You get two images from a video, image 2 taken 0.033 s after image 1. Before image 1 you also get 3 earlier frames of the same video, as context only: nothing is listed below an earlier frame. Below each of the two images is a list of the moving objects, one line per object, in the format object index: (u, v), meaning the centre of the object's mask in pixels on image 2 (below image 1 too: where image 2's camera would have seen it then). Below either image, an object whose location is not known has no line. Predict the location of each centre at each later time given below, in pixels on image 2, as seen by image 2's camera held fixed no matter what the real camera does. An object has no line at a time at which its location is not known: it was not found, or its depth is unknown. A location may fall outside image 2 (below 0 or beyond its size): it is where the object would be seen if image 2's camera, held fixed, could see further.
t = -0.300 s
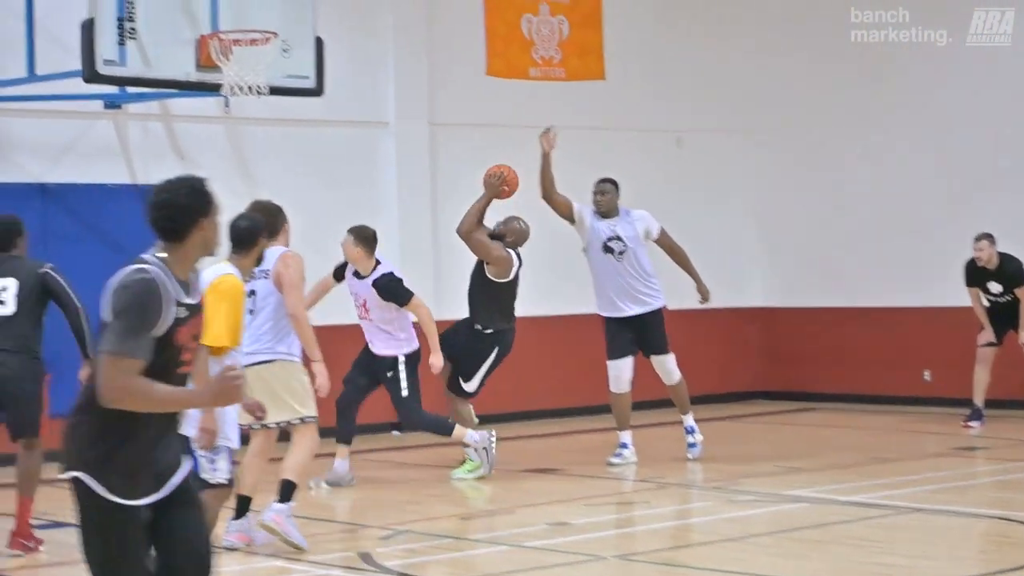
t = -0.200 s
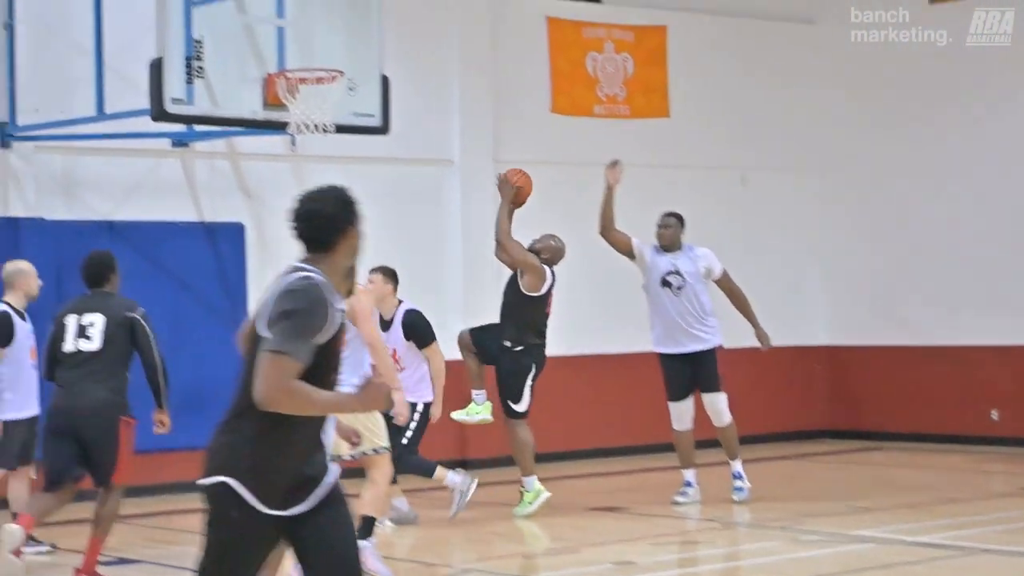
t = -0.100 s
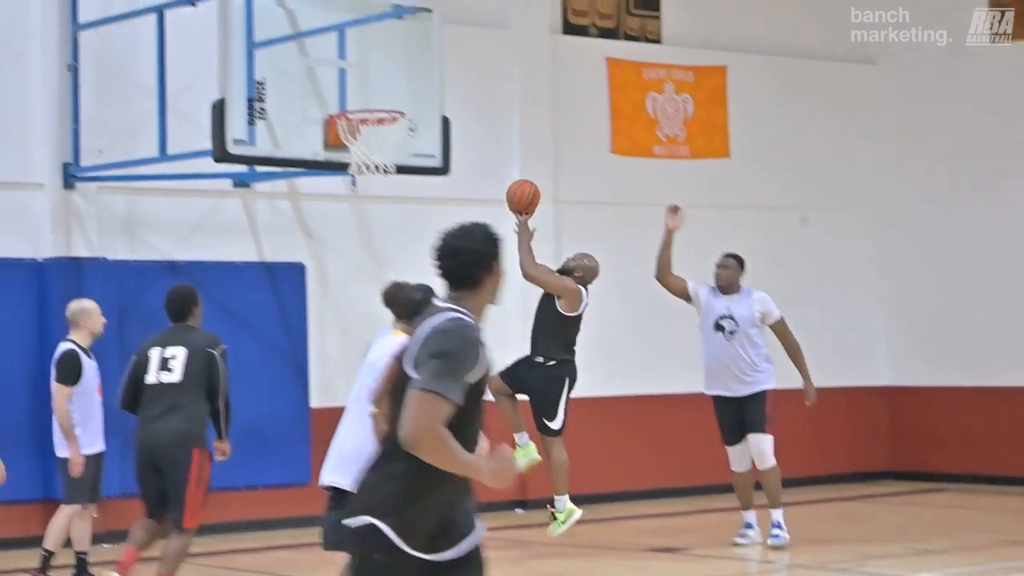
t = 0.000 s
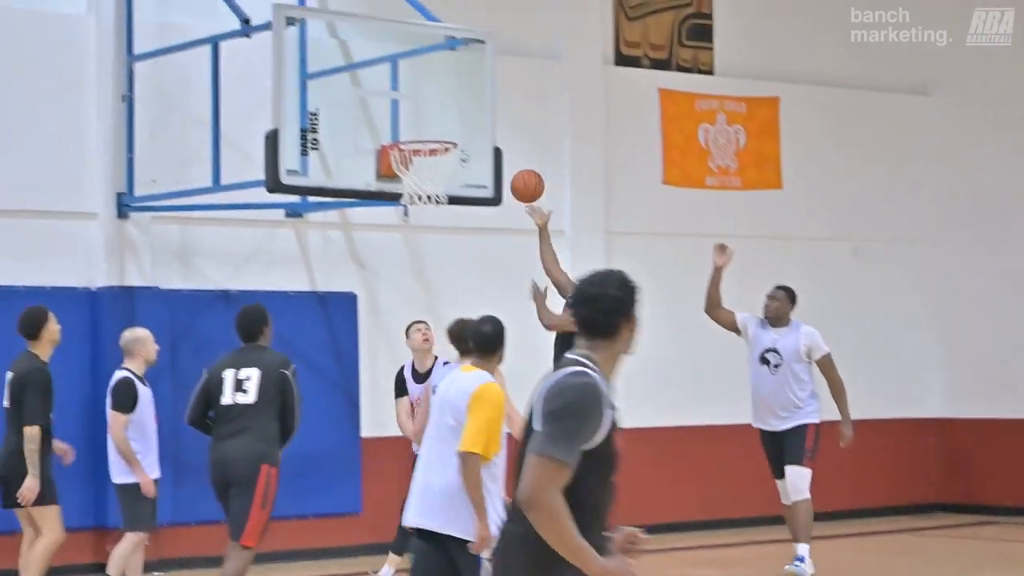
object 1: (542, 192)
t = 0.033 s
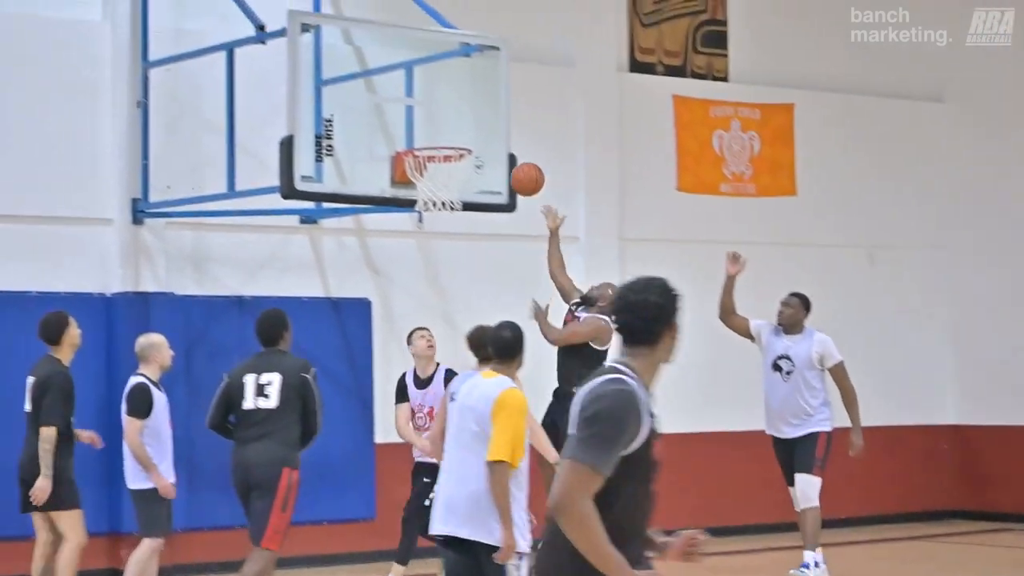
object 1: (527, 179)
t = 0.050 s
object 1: (520, 173)
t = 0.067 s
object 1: (512, 167)
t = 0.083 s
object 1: (505, 162)
